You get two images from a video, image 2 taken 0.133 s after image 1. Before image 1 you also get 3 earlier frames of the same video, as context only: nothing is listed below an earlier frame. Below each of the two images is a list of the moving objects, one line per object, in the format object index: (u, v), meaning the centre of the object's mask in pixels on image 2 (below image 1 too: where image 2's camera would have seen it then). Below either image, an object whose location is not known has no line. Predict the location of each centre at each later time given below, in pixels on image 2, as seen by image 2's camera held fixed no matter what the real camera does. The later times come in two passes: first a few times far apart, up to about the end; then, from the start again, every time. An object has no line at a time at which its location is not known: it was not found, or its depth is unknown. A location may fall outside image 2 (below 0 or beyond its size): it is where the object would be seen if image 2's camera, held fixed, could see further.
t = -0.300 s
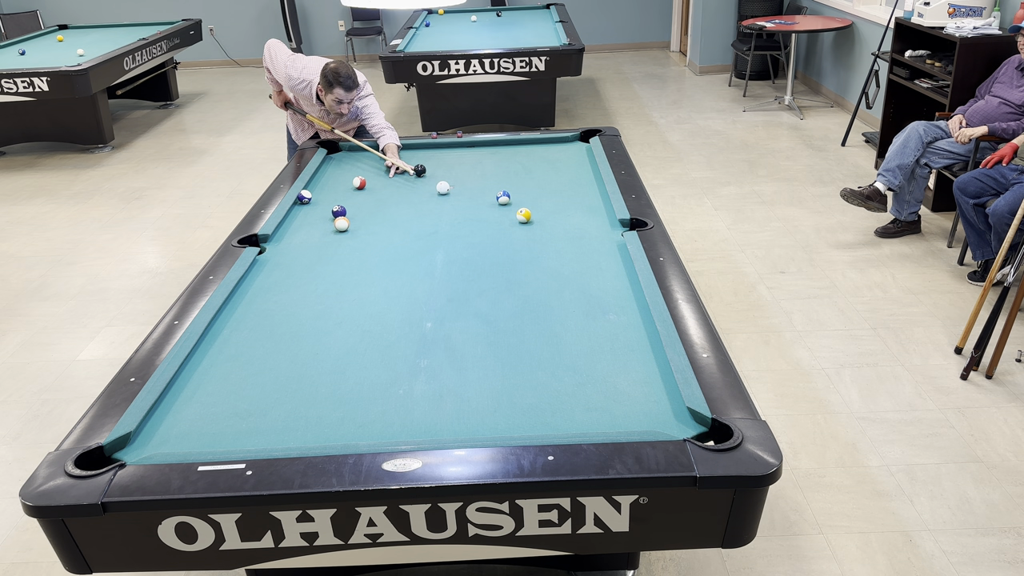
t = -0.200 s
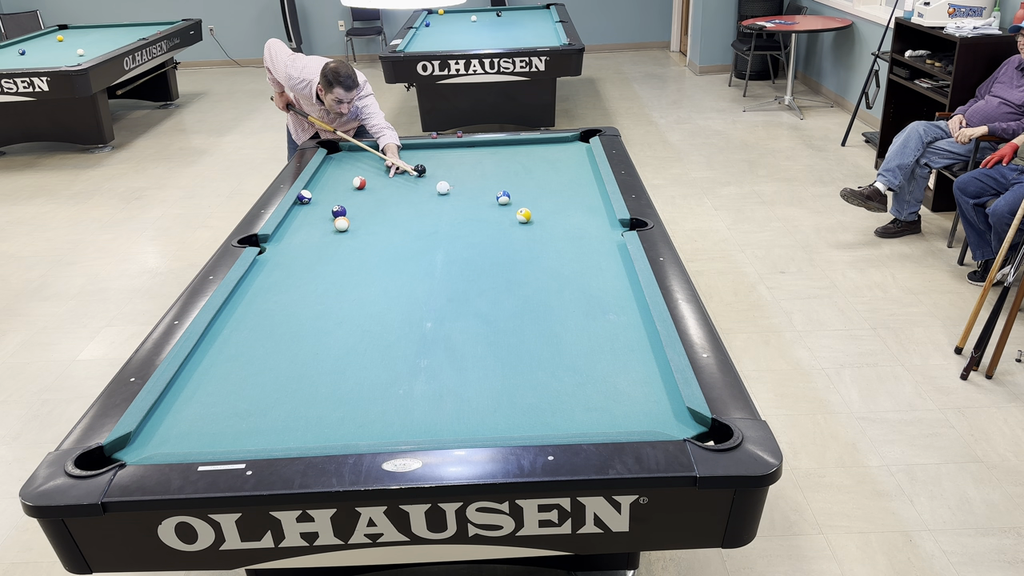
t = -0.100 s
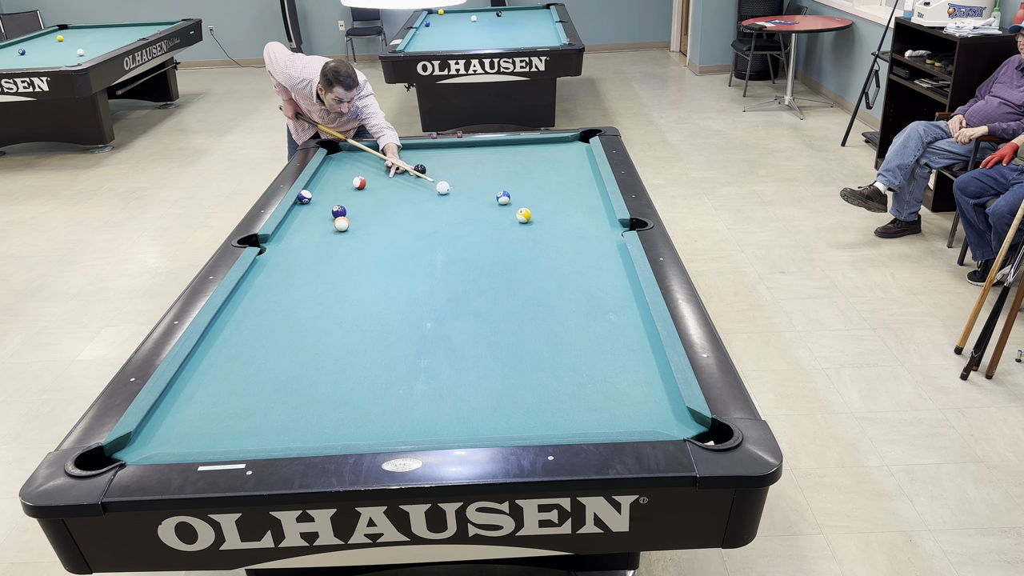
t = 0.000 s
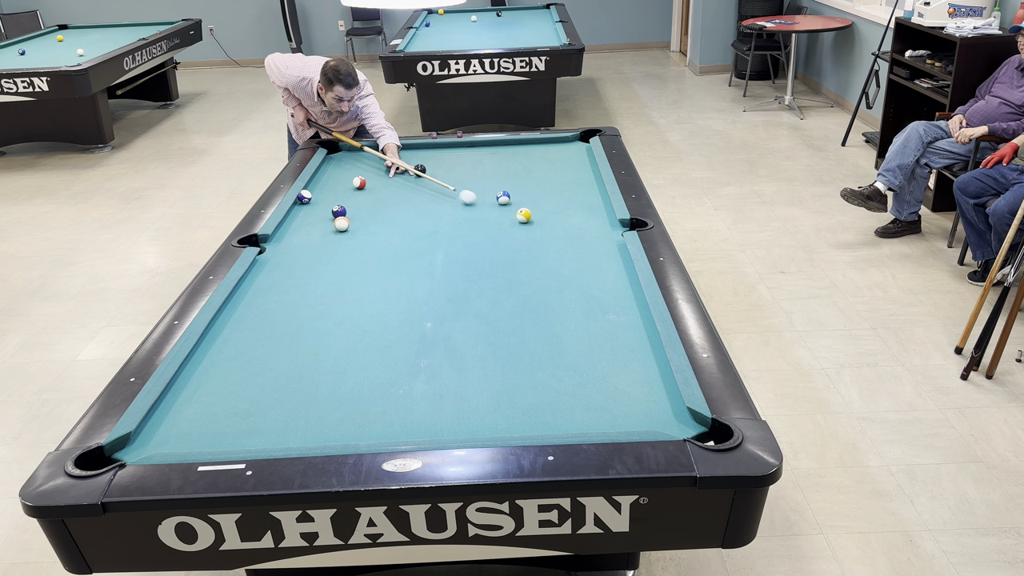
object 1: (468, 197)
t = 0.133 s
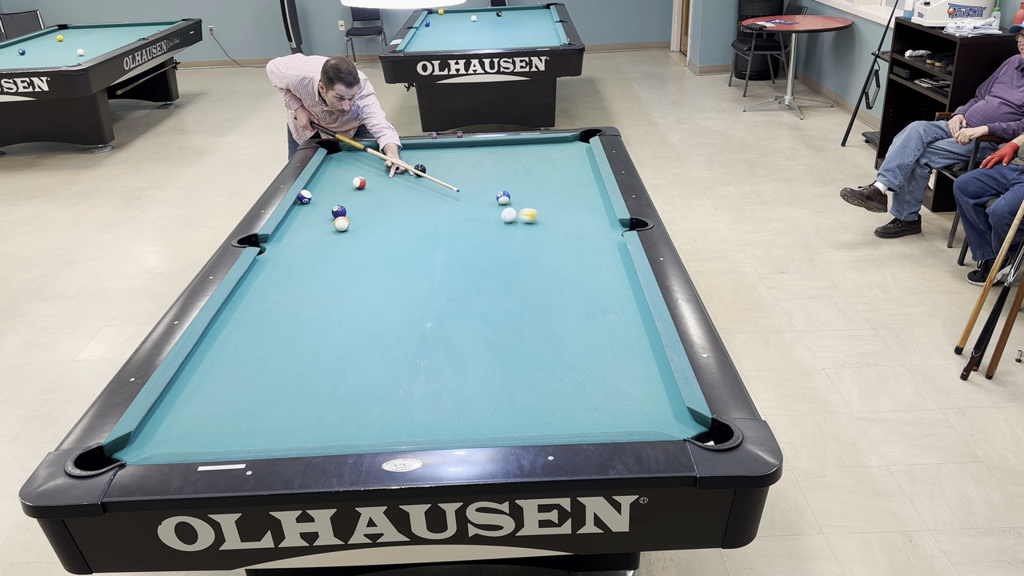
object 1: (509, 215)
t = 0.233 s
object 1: (501, 226)
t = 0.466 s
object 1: (500, 256)
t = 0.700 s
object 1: (502, 291)
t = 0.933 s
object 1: (504, 333)
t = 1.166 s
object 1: (506, 383)
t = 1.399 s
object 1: (507, 423)
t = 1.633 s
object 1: (501, 390)
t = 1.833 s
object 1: (497, 367)
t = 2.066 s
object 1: (493, 343)
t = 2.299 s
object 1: (488, 323)
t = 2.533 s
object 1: (484, 305)
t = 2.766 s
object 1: (481, 289)
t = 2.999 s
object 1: (478, 275)
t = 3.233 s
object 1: (475, 263)
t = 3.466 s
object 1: (472, 252)
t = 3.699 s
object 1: (469, 242)
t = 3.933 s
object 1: (466, 233)
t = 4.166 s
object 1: (464, 225)
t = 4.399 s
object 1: (462, 218)
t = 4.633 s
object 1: (459, 211)
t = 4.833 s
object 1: (458, 206)
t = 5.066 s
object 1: (455, 201)
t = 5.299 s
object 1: (454, 196)
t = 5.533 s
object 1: (452, 192)
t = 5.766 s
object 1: (449, 188)
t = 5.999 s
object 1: (447, 185)
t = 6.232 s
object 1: (446, 182)
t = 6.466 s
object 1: (445, 180)
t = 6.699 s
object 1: (443, 177)
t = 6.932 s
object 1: (443, 175)
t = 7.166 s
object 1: (442, 174)
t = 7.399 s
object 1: (441, 173)
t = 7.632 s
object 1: (440, 172)
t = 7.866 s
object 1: (440, 172)
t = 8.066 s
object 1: (440, 172)
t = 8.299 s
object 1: (440, 172)
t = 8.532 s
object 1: (440, 172)
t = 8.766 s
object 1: (440, 172)
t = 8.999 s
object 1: (440, 172)
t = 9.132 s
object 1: (440, 172)
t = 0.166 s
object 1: (505, 219)
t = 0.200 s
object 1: (503, 222)
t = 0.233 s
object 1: (501, 226)
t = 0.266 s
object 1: (500, 230)
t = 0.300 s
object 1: (499, 234)
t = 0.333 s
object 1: (500, 238)
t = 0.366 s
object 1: (500, 242)
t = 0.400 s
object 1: (500, 247)
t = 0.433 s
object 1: (500, 251)
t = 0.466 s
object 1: (500, 256)
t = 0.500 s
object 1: (501, 260)
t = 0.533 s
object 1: (501, 265)
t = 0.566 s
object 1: (501, 270)
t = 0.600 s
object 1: (501, 275)
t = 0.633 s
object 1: (501, 280)
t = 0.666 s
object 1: (502, 286)
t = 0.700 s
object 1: (502, 291)
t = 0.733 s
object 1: (502, 296)
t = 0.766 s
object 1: (502, 302)
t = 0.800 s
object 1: (503, 308)
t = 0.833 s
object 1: (503, 314)
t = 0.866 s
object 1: (503, 320)
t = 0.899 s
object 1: (503, 326)
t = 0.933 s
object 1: (504, 333)
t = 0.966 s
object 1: (504, 339)
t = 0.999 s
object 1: (504, 346)
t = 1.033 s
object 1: (504, 353)
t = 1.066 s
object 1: (505, 360)
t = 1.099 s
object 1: (505, 368)
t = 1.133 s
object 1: (505, 375)
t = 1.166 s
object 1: (506, 383)
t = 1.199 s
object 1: (506, 392)
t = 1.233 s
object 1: (507, 400)
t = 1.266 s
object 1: (507, 409)
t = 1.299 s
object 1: (507, 417)
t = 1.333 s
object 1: (507, 425)
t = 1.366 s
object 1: (507, 426)
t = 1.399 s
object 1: (507, 423)
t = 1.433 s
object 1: (506, 417)
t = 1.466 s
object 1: (505, 412)
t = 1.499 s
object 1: (504, 408)
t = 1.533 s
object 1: (503, 403)
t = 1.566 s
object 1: (503, 399)
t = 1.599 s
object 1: (502, 395)
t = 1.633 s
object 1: (501, 390)
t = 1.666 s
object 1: (501, 386)
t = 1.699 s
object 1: (500, 382)
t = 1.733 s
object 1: (499, 378)
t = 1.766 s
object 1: (499, 374)
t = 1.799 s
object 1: (498, 371)
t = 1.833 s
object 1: (497, 367)
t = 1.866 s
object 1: (496, 364)
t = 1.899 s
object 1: (496, 360)
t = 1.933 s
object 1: (495, 357)
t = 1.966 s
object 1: (495, 353)
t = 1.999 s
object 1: (494, 350)
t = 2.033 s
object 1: (493, 346)
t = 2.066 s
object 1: (493, 343)
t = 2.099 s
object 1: (492, 340)
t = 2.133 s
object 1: (491, 337)
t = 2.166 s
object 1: (491, 334)
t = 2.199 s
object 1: (490, 331)
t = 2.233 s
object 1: (490, 328)
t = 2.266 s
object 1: (489, 326)
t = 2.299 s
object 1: (488, 323)
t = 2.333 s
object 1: (488, 320)
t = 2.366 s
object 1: (487, 317)
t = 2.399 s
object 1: (487, 315)
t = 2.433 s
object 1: (486, 312)
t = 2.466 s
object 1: (486, 310)
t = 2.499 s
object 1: (485, 307)
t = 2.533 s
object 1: (484, 305)
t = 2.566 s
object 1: (484, 303)
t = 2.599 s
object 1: (483, 300)
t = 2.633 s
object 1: (483, 298)
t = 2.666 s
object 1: (482, 296)
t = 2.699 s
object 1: (482, 293)
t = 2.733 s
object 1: (482, 291)
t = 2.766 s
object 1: (481, 289)
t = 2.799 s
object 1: (480, 287)
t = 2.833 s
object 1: (480, 285)
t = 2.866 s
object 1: (480, 283)
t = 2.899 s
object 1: (479, 281)
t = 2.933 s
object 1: (479, 279)
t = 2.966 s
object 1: (478, 277)
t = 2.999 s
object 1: (478, 275)
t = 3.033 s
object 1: (477, 273)
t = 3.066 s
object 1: (477, 272)
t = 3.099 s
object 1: (476, 270)
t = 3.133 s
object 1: (476, 268)
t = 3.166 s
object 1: (475, 266)
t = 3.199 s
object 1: (475, 265)
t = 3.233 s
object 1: (475, 263)
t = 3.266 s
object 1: (474, 261)
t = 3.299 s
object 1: (474, 260)
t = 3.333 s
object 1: (473, 258)
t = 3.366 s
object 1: (473, 256)
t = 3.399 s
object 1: (472, 255)
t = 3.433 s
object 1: (472, 253)
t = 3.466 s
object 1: (472, 252)
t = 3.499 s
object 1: (471, 250)
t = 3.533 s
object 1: (471, 249)
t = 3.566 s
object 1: (470, 248)
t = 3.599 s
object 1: (470, 246)
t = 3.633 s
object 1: (469, 245)
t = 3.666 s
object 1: (469, 243)
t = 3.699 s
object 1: (469, 242)
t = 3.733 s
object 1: (468, 240)
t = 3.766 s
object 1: (468, 239)
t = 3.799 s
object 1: (467, 238)
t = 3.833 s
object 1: (467, 237)
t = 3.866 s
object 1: (467, 235)
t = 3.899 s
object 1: (467, 234)
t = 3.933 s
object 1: (466, 233)
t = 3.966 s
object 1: (466, 232)
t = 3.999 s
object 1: (466, 231)
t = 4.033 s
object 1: (465, 229)
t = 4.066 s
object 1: (465, 228)
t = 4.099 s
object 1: (464, 227)
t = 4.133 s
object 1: (464, 226)
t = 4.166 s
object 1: (464, 225)
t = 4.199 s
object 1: (463, 224)
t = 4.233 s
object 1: (463, 223)
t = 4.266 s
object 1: (463, 222)
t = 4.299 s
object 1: (463, 221)
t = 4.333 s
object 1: (462, 220)
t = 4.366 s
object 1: (462, 219)
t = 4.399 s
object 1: (462, 218)
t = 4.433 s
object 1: (461, 217)
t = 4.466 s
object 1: (461, 216)
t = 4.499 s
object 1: (461, 215)
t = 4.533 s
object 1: (460, 214)
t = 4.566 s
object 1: (460, 213)
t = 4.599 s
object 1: (460, 212)
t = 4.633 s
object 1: (459, 211)
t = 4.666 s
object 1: (459, 210)
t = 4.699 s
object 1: (459, 210)
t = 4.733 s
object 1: (458, 209)
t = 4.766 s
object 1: (458, 208)
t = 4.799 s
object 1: (458, 207)
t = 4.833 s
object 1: (458, 206)
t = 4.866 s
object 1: (457, 205)
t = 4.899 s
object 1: (457, 204)
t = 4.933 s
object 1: (457, 204)
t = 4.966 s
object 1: (456, 203)
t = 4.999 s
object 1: (456, 202)
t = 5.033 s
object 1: (456, 201)
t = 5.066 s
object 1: (455, 201)
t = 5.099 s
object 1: (455, 200)
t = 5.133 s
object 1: (455, 200)
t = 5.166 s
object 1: (455, 199)
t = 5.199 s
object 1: (454, 198)
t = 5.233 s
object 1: (454, 197)
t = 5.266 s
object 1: (454, 197)
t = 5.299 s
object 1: (454, 196)
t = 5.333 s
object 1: (453, 195)
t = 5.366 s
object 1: (453, 195)
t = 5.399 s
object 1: (453, 194)
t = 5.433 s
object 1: (453, 194)
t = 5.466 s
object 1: (452, 193)
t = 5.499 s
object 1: (452, 193)
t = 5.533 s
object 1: (452, 192)
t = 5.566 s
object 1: (451, 191)
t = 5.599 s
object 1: (451, 191)
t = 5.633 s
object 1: (450, 190)
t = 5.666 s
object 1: (450, 190)
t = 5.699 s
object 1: (450, 189)
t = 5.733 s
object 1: (450, 189)
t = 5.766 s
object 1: (449, 188)
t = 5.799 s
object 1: (449, 188)
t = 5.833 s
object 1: (449, 187)
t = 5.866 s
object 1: (448, 187)
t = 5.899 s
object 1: (448, 186)
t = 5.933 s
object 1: (448, 186)
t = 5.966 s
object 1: (448, 185)
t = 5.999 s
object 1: (447, 185)
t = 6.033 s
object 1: (447, 184)
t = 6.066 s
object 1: (447, 184)
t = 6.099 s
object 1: (447, 184)
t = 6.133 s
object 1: (446, 183)
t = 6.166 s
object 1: (446, 183)
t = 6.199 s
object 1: (446, 183)
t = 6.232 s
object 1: (446, 182)
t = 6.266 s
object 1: (445, 182)
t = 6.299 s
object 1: (445, 181)
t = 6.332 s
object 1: (445, 181)
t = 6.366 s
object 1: (445, 181)
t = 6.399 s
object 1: (445, 180)
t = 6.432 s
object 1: (445, 180)
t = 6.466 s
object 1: (445, 180)
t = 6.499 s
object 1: (445, 179)
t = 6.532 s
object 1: (444, 179)
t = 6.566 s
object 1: (444, 179)
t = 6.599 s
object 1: (444, 178)
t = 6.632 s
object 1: (444, 178)
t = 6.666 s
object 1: (444, 178)
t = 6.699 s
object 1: (443, 177)
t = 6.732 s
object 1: (443, 177)
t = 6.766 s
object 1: (443, 177)
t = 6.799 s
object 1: (443, 177)
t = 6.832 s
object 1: (443, 176)
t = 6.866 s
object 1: (443, 176)
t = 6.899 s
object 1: (443, 176)
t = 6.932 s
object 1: (443, 175)
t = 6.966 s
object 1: (442, 175)
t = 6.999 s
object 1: (442, 175)
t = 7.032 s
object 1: (442, 175)
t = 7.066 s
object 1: (442, 175)
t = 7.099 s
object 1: (442, 175)
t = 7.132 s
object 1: (442, 174)
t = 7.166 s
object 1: (442, 174)
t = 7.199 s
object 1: (442, 174)
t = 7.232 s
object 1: (442, 174)
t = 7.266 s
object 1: (441, 174)
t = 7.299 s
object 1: (441, 174)
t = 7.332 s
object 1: (441, 173)
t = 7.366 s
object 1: (441, 173)
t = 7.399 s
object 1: (441, 173)
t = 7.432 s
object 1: (441, 173)
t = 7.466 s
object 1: (441, 173)
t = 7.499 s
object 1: (441, 173)
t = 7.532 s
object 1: (441, 172)
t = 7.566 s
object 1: (441, 172)
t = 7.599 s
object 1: (440, 172)
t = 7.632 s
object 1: (440, 172)
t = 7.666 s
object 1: (440, 172)
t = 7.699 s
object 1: (440, 172)
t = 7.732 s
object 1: (440, 172)
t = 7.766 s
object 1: (440, 172)
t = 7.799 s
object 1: (440, 172)
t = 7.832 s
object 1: (440, 172)
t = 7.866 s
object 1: (440, 172)
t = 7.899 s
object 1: (440, 172)
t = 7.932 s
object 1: (440, 172)
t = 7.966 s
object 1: (440, 172)
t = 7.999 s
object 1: (440, 172)
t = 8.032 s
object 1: (440, 172)
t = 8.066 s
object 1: (440, 172)
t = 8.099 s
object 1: (440, 172)
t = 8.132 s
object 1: (440, 172)
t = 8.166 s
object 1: (440, 172)
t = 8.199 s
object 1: (440, 172)
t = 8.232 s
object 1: (440, 172)
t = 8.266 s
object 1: (440, 172)
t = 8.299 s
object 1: (440, 172)
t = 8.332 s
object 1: (440, 172)
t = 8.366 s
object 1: (440, 172)
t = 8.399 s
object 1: (440, 172)
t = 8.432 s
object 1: (440, 172)
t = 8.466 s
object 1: (440, 172)
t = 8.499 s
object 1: (440, 172)
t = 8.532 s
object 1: (440, 172)
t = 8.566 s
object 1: (440, 172)
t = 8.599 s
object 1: (440, 172)
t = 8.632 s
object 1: (440, 172)
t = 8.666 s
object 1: (440, 172)
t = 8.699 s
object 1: (440, 172)
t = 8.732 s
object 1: (440, 172)
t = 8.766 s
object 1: (440, 172)
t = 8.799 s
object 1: (440, 172)
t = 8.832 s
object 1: (440, 172)
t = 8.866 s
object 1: (440, 172)
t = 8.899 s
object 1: (440, 172)
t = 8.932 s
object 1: (440, 172)
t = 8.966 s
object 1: (440, 172)
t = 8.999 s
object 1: (440, 172)
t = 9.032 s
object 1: (440, 172)
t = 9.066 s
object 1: (440, 172)
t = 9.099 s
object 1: (440, 172)
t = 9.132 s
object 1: (440, 172)
